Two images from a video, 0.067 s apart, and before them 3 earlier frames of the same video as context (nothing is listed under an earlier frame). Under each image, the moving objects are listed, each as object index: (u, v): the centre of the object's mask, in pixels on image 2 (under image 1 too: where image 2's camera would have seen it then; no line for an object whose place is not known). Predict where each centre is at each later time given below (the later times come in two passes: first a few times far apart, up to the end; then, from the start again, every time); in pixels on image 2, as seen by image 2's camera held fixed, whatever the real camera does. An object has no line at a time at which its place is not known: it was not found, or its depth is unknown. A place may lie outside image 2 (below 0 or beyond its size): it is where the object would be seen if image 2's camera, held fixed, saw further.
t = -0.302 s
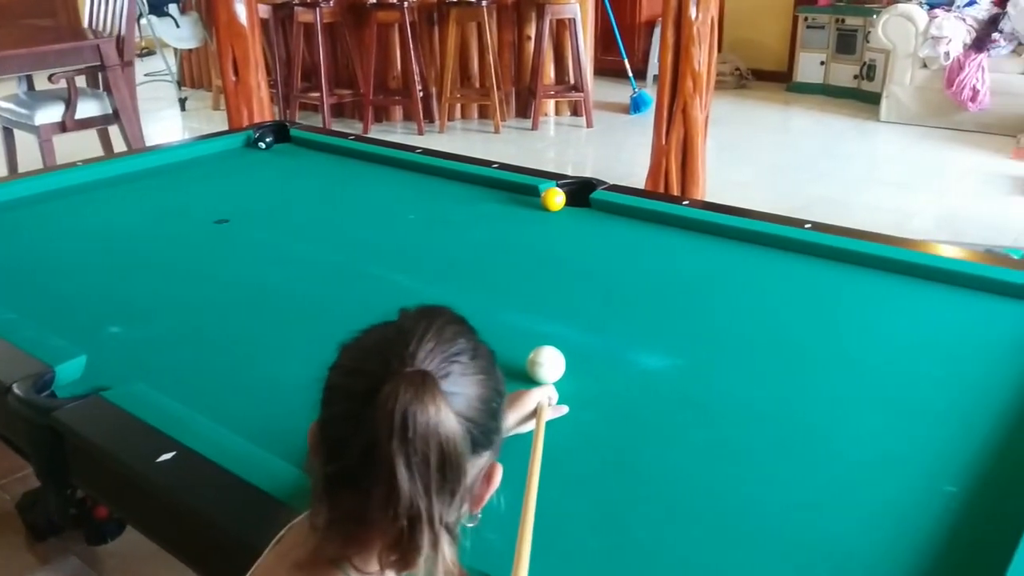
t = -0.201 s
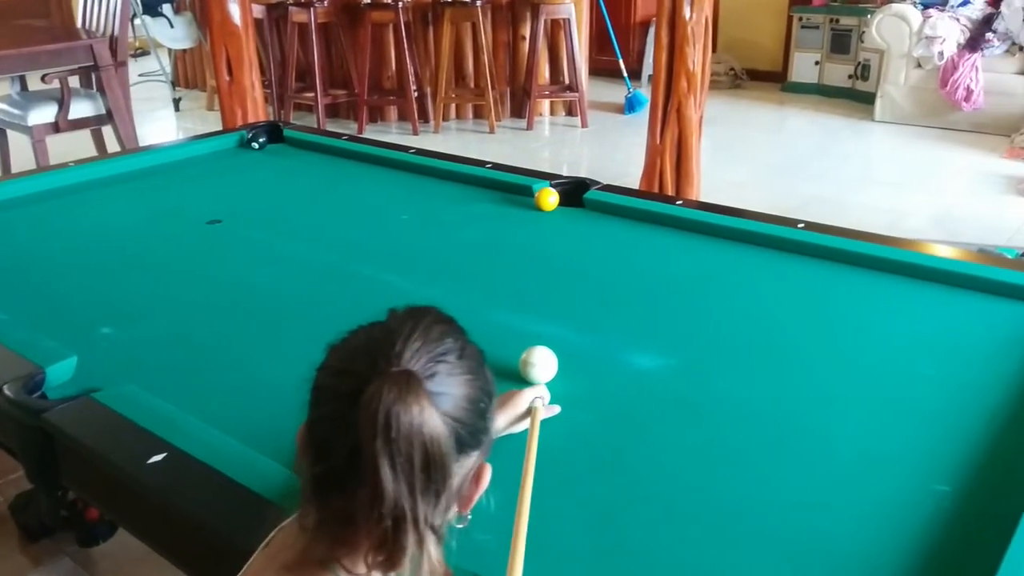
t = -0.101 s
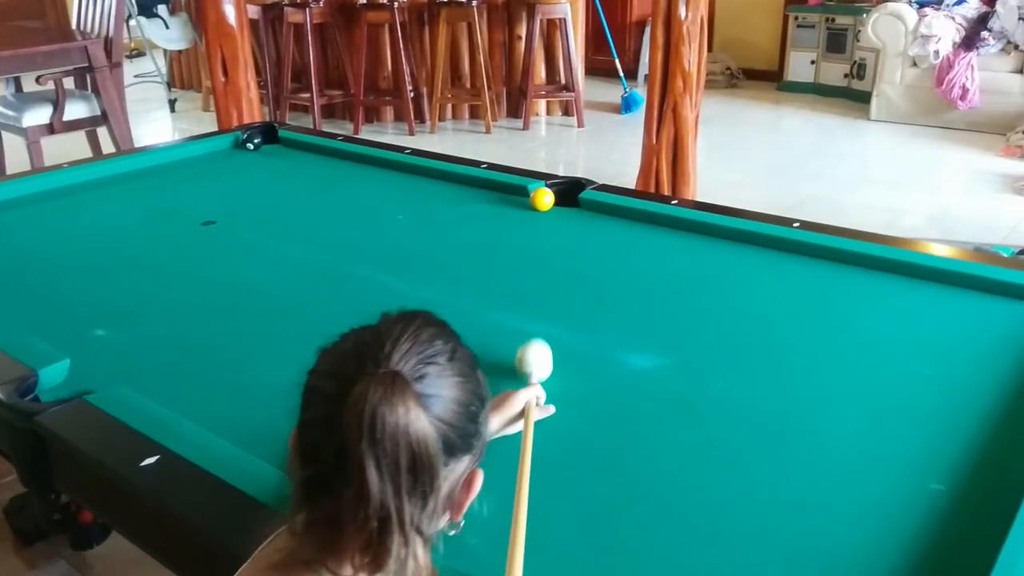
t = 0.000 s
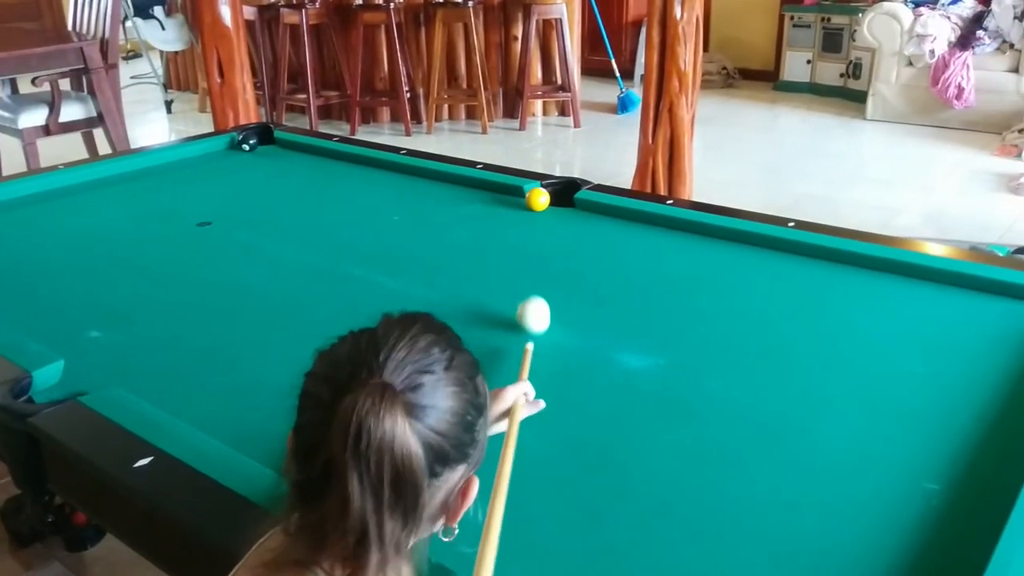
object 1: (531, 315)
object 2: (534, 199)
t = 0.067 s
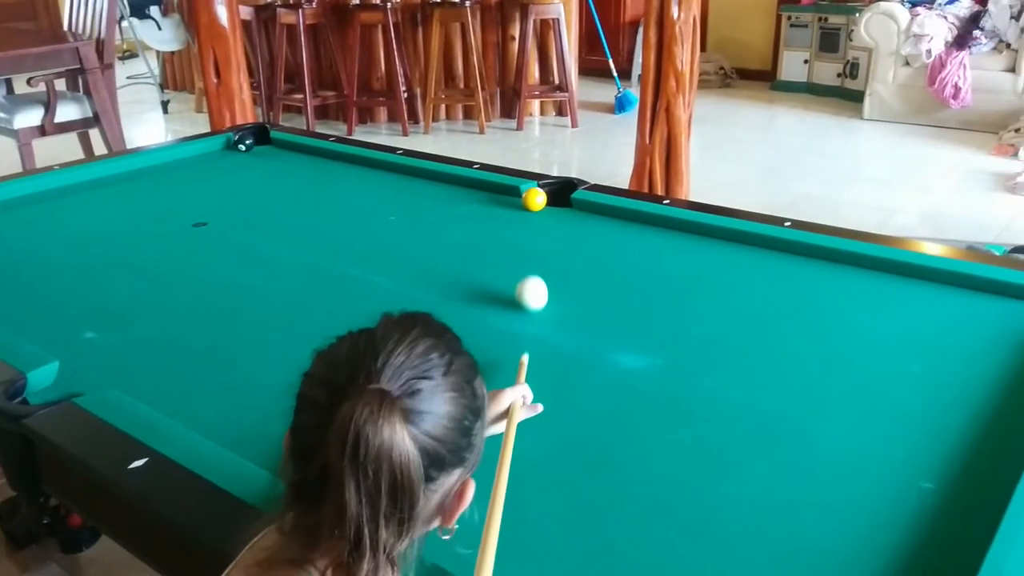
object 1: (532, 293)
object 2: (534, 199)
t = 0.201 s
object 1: (536, 260)
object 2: (534, 199)
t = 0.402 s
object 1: (539, 222)
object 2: (534, 199)
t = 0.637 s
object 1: (557, 201)
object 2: (538, 193)
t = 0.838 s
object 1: (560, 205)
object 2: (545, 193)
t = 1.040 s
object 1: (560, 209)
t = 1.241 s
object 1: (560, 213)
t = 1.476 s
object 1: (560, 217)
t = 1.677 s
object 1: (560, 220)
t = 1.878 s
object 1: (560, 222)
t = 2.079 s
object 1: (560, 224)
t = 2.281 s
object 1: (560, 225)
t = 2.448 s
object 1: (561, 226)
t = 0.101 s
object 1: (533, 284)
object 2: (534, 199)
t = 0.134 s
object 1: (534, 276)
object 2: (534, 199)
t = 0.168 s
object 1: (535, 268)
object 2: (534, 199)
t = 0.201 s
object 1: (536, 260)
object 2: (534, 199)
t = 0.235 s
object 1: (536, 253)
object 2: (534, 199)
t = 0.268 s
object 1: (537, 246)
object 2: (534, 199)
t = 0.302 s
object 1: (538, 240)
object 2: (534, 199)
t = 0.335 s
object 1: (538, 233)
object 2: (534, 199)
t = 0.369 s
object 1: (539, 227)
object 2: (534, 199)
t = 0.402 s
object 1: (539, 222)
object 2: (534, 199)
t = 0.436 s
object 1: (540, 216)
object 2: (533, 197)
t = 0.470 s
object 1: (540, 210)
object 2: (532, 196)
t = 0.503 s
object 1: (542, 206)
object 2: (531, 194)
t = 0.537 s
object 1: (546, 205)
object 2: (529, 193)
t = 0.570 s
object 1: (550, 204)
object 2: (529, 192)
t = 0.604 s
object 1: (554, 203)
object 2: (534, 192)
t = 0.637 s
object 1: (557, 201)
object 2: (538, 193)
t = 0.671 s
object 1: (559, 201)
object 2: (541, 193)
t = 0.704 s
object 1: (559, 202)
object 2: (541, 193)
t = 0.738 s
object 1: (560, 203)
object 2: (542, 193)
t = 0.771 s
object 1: (559, 204)
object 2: (542, 193)
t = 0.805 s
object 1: (560, 204)
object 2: (543, 192)
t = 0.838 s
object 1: (560, 205)
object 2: (545, 193)
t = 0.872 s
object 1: (560, 206)
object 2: (546, 194)
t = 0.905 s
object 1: (560, 207)
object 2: (548, 196)
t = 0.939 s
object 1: (559, 207)
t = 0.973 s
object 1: (560, 208)
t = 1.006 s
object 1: (560, 208)
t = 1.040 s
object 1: (560, 209)
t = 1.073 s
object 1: (560, 210)
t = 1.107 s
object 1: (560, 211)
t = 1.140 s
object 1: (560, 211)
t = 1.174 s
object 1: (560, 212)
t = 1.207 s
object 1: (560, 213)
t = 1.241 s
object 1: (560, 213)
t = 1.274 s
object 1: (560, 214)
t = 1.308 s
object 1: (560, 215)
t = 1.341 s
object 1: (560, 215)
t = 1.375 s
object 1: (560, 215)
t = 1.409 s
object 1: (560, 216)
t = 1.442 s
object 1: (560, 217)
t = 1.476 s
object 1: (560, 217)
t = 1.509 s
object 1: (560, 218)
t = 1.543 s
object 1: (561, 219)
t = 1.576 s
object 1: (560, 219)
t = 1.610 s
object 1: (560, 219)
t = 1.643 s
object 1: (560, 220)
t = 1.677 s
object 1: (560, 220)
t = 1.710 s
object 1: (560, 221)
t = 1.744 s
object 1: (560, 221)
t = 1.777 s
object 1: (560, 221)
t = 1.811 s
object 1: (560, 221)
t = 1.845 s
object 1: (560, 222)
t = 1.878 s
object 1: (560, 222)
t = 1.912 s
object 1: (560, 223)
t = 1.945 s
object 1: (560, 223)
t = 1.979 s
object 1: (560, 223)
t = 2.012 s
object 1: (560, 224)
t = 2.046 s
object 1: (560, 224)
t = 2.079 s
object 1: (560, 224)
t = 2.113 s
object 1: (560, 224)
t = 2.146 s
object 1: (560, 225)
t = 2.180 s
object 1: (560, 225)
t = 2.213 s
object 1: (560, 225)
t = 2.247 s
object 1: (560, 225)
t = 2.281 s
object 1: (560, 225)
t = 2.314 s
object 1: (560, 225)
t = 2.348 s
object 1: (561, 225)
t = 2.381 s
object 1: (561, 225)
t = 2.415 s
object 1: (560, 225)
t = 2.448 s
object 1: (561, 226)
